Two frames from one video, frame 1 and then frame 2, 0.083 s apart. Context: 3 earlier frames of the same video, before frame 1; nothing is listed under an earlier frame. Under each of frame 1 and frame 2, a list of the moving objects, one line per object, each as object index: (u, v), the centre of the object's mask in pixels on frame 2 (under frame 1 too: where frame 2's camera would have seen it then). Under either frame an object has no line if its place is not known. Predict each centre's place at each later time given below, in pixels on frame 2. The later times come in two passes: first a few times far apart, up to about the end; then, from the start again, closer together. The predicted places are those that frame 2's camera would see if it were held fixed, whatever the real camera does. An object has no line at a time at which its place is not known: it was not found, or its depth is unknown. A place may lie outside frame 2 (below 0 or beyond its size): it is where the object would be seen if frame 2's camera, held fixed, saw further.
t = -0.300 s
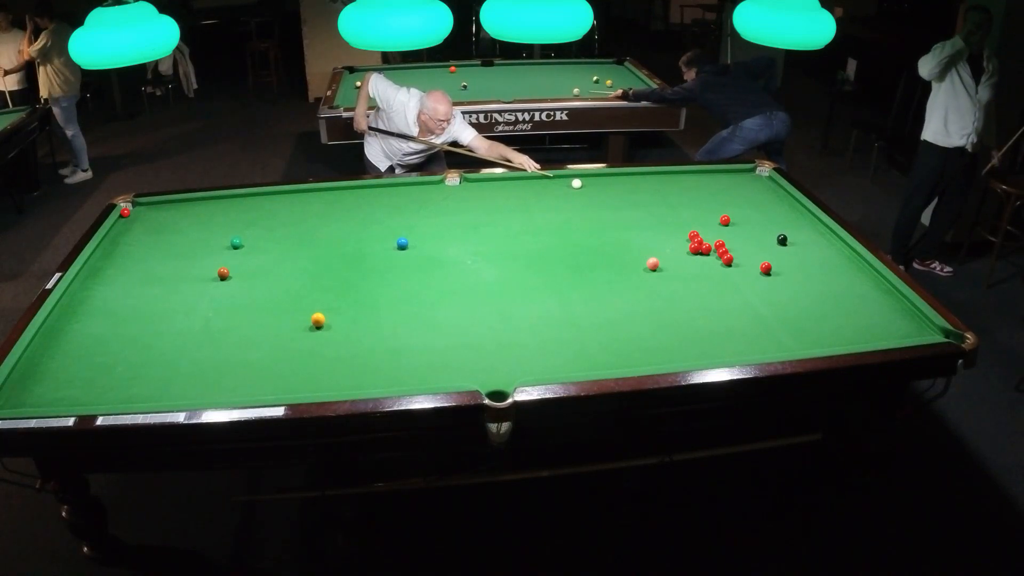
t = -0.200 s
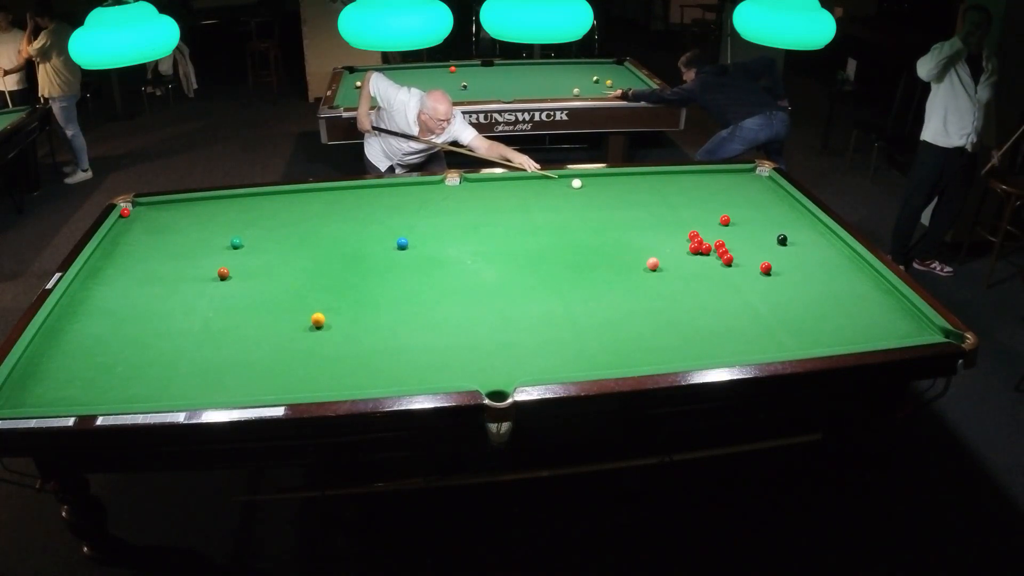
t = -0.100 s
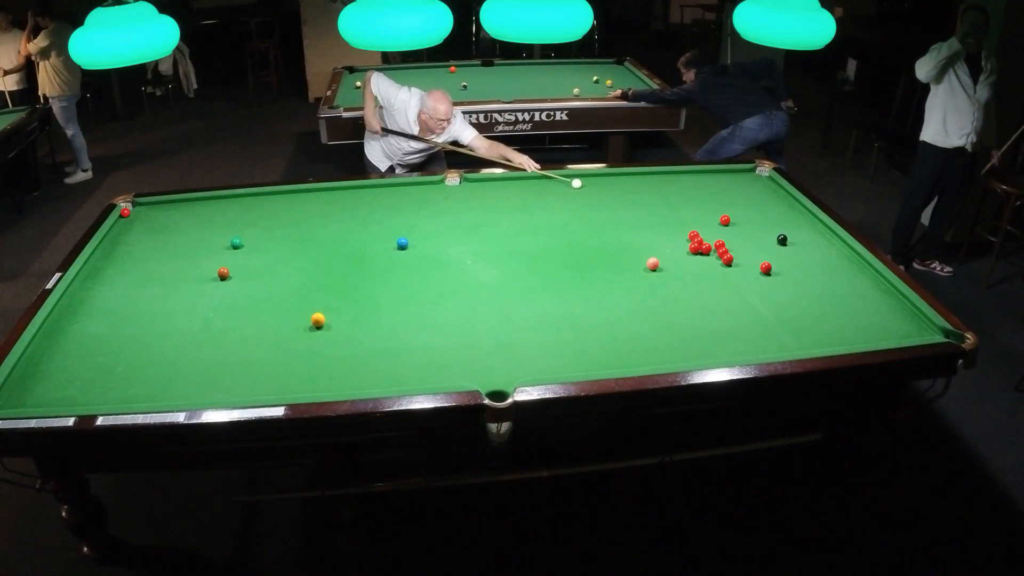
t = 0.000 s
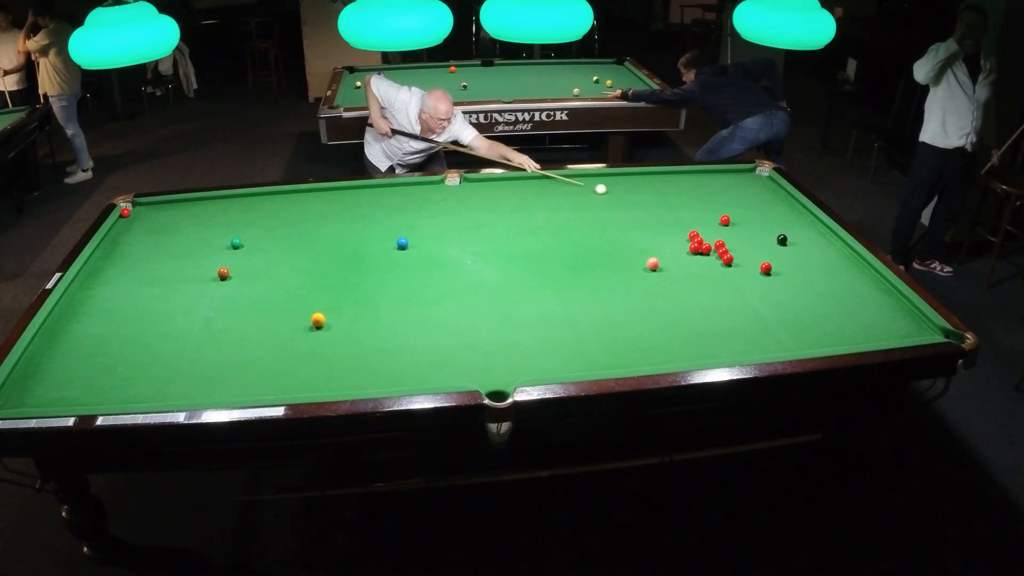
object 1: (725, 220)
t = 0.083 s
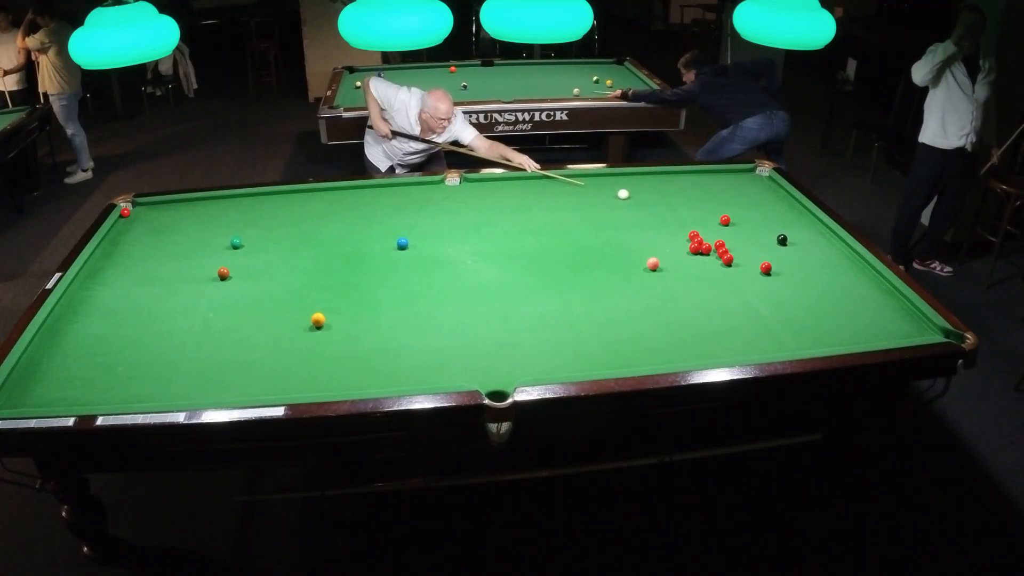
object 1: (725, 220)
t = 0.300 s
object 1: (725, 220)
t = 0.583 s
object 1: (749, 232)
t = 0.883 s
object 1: (789, 252)
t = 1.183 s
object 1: (830, 273)
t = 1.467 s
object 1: (870, 293)
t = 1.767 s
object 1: (910, 314)
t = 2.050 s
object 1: (934, 331)
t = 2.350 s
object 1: (930, 326)
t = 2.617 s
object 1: (922, 318)
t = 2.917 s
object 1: (912, 312)
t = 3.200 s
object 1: (905, 307)
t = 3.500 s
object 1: (899, 303)
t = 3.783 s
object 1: (895, 300)
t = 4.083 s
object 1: (893, 299)
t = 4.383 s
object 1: (892, 298)
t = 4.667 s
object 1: (892, 298)
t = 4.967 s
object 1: (892, 298)
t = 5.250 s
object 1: (892, 298)
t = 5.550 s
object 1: (892, 298)
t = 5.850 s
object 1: (892, 298)
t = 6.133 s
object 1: (892, 298)
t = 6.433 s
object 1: (892, 298)
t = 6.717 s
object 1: (892, 298)
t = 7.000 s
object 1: (892, 298)
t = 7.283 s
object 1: (892, 298)
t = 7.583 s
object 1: (892, 298)
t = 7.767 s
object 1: (889, 297)
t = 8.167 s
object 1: (892, 298)
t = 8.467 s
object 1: (892, 298)
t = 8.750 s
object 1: (892, 298)
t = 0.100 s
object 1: (725, 220)
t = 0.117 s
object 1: (725, 220)
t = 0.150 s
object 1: (725, 220)
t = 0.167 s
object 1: (725, 220)
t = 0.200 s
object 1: (725, 220)
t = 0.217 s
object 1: (725, 220)
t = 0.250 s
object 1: (725, 220)
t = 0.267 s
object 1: (725, 220)
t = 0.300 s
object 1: (725, 220)
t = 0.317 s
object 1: (725, 220)
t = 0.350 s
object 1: (725, 220)
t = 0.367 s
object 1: (725, 220)
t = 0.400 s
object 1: (725, 220)
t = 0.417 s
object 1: (725, 220)
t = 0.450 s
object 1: (730, 222)
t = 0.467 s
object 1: (732, 224)
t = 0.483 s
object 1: (735, 225)
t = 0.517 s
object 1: (740, 228)
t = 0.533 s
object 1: (743, 229)
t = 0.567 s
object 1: (747, 231)
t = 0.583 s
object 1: (749, 232)
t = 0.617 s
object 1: (754, 234)
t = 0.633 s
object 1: (756, 235)
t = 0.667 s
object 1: (760, 238)
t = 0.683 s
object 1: (762, 239)
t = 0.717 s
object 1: (767, 241)
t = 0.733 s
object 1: (769, 242)
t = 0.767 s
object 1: (773, 244)
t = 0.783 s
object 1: (776, 246)
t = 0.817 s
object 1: (780, 248)
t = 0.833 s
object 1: (782, 249)
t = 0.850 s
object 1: (785, 250)
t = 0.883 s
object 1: (789, 252)
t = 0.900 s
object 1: (792, 254)
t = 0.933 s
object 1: (796, 256)
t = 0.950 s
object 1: (798, 257)
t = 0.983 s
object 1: (803, 259)
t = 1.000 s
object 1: (805, 260)
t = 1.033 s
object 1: (810, 262)
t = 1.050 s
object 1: (812, 264)
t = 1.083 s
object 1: (817, 266)
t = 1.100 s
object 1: (819, 267)
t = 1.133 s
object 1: (823, 269)
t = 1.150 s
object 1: (826, 270)
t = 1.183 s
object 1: (830, 273)
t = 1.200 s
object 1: (833, 274)
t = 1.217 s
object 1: (835, 275)
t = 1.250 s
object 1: (839, 277)
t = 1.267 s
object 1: (842, 279)
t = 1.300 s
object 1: (846, 281)
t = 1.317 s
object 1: (849, 282)
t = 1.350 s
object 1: (853, 284)
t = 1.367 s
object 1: (856, 286)
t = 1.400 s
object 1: (860, 288)
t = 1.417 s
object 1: (863, 289)
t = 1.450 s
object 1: (867, 291)
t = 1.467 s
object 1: (870, 293)
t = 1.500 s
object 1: (874, 295)
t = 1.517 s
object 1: (877, 296)
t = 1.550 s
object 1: (881, 299)
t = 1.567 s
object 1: (884, 300)
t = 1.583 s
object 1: (886, 301)
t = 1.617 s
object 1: (890, 303)
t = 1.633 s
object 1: (892, 304)
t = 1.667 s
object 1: (896, 306)
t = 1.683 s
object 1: (899, 307)
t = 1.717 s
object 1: (903, 310)
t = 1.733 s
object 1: (906, 311)
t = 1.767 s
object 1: (910, 314)
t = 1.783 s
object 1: (913, 315)
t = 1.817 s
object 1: (917, 317)
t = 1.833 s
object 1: (920, 319)
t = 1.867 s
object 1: (924, 321)
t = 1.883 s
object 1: (927, 322)
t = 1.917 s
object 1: (930, 325)
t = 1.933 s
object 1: (931, 326)
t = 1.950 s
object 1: (931, 327)
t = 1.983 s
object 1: (933, 328)
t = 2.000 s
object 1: (933, 329)
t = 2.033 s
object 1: (934, 330)
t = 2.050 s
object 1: (934, 331)
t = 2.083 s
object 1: (936, 332)
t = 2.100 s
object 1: (936, 333)
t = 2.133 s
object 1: (935, 332)
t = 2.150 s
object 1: (935, 332)
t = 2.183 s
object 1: (934, 331)
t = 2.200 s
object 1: (933, 330)
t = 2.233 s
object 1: (933, 330)
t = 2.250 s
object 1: (932, 329)
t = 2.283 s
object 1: (931, 328)
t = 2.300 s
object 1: (931, 328)
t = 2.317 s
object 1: (931, 327)
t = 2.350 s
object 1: (930, 326)
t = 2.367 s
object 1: (929, 325)
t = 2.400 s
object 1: (929, 324)
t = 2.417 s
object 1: (928, 323)
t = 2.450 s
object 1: (928, 322)
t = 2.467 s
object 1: (927, 322)
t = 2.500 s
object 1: (926, 321)
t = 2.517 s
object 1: (925, 320)
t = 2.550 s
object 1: (924, 319)
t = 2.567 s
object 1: (923, 319)
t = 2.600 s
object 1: (922, 318)
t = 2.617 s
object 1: (922, 318)
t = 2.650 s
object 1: (920, 317)
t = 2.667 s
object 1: (920, 317)
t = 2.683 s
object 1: (919, 316)
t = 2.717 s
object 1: (918, 316)
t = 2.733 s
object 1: (918, 315)
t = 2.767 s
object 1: (917, 314)
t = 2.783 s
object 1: (916, 314)
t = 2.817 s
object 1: (915, 313)
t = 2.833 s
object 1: (915, 313)
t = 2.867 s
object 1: (914, 312)
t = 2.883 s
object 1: (913, 312)
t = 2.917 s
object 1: (912, 312)
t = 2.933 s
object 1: (912, 311)
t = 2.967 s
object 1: (911, 311)
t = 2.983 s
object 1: (911, 310)
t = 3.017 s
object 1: (910, 310)
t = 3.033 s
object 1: (909, 309)
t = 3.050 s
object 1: (909, 309)
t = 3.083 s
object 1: (908, 308)
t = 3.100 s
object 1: (908, 308)
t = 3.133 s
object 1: (907, 308)
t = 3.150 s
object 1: (906, 307)
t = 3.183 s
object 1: (906, 307)
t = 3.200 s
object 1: (905, 307)
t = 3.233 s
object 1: (905, 306)
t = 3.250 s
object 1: (904, 306)
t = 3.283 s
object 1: (904, 305)
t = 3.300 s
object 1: (903, 305)
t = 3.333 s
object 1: (902, 305)
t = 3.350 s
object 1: (902, 305)
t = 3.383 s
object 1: (902, 304)
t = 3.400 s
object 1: (901, 304)
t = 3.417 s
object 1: (901, 304)
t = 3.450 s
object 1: (900, 303)
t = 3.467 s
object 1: (900, 303)
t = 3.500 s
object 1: (899, 303)
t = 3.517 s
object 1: (899, 303)
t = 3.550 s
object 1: (898, 302)
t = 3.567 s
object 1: (898, 302)
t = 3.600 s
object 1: (898, 302)
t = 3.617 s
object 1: (897, 302)
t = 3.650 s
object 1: (897, 301)
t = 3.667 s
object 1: (897, 301)
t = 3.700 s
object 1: (896, 301)
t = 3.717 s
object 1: (896, 301)
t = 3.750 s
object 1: (895, 300)
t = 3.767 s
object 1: (895, 300)
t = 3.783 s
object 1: (895, 300)
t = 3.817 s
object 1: (895, 300)
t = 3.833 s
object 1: (895, 300)
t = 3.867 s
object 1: (894, 300)
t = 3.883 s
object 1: (894, 300)
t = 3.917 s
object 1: (894, 299)
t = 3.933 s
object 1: (894, 299)
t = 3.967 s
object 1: (893, 299)
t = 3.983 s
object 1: (893, 299)
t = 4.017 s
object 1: (893, 299)
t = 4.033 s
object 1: (893, 299)
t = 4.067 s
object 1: (893, 299)
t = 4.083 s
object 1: (893, 299)
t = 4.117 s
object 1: (892, 298)
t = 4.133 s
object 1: (892, 298)
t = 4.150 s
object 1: (892, 298)
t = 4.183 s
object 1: (892, 298)
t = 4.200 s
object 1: (892, 298)
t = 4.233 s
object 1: (892, 298)
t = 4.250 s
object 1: (892, 298)
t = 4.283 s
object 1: (892, 298)
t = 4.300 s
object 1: (892, 298)
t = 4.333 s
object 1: (892, 298)
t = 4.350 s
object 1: (892, 298)
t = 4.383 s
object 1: (892, 298)
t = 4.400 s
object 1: (892, 298)
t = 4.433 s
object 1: (892, 298)
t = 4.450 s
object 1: (892, 298)
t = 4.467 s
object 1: (892, 298)
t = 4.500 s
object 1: (892, 298)
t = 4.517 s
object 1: (892, 298)
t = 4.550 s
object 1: (892, 298)
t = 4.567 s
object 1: (892, 298)
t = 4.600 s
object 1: (892, 298)
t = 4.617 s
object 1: (892, 298)
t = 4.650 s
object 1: (892, 298)
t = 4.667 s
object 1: (892, 298)
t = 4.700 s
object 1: (892, 298)
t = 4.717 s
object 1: (892, 298)
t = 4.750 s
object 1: (892, 298)
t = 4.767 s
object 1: (892, 298)
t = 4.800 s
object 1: (892, 298)
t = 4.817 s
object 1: (892, 298)
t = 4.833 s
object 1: (892, 298)
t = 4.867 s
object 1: (892, 298)
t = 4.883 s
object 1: (892, 298)
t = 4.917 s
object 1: (892, 298)
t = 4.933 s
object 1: (892, 298)
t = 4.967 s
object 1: (892, 298)
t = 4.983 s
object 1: (892, 298)
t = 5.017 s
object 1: (892, 298)
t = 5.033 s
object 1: (892, 298)
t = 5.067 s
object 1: (892, 298)
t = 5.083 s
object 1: (892, 298)
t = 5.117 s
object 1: (892, 298)
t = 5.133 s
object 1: (892, 298)
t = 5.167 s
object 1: (892, 298)
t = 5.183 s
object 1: (892, 298)
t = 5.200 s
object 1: (892, 298)
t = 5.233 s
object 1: (892, 298)
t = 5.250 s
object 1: (892, 298)
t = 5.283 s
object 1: (892, 298)
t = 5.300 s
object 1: (892, 298)
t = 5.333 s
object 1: (892, 298)
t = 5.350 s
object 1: (892, 298)
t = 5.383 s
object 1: (892, 298)
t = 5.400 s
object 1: (892, 298)
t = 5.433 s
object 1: (892, 298)
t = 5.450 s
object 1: (892, 298)
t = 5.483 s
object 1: (892, 298)
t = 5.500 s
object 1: (892, 298)
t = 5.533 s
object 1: (892, 298)
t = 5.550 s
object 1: (892, 298)
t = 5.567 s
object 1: (892, 298)
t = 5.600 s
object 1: (892, 298)
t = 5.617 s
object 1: (892, 298)
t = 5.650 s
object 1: (892, 298)
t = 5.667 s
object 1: (892, 298)
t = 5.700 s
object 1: (892, 298)
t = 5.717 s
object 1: (892, 298)
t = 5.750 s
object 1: (892, 298)
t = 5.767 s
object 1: (892, 298)
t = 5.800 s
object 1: (892, 298)
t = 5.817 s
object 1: (892, 298)
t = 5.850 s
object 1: (892, 298)
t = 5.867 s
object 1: (892, 298)
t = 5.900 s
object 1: (892, 298)
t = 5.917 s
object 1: (892, 298)
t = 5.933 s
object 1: (892, 298)
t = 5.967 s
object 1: (892, 298)
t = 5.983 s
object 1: (892, 298)
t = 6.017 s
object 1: (892, 298)
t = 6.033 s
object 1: (892, 298)
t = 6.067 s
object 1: (892, 298)
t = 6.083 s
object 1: (892, 298)
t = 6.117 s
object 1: (892, 298)
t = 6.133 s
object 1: (892, 298)
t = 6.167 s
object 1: (892, 298)
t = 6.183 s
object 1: (892, 298)
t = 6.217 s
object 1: (892, 298)
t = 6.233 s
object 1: (892, 298)
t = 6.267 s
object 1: (892, 298)
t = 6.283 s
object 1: (892, 298)
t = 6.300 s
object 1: (892, 298)
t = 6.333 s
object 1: (892, 298)
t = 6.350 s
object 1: (892, 298)
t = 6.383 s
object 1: (892, 298)
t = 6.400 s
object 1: (892, 298)
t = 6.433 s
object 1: (892, 298)
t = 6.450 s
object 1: (892, 298)
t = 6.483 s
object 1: (892, 298)
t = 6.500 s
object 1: (892, 298)
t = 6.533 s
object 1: (892, 298)
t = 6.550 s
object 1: (892, 298)
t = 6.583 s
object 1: (892, 298)
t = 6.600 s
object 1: (892, 298)
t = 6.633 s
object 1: (892, 298)
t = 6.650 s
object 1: (892, 298)
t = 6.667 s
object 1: (892, 298)
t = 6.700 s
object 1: (892, 298)
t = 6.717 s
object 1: (892, 298)
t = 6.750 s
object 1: (892, 298)
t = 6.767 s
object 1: (892, 298)
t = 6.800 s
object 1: (892, 298)
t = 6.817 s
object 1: (892, 298)
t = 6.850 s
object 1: (892, 298)
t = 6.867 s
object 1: (892, 298)
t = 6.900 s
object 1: (892, 298)
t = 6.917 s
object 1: (892, 298)
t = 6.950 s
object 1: (892, 298)
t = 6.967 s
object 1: (892, 298)
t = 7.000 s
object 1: (892, 298)
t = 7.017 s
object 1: (892, 298)
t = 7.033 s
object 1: (892, 298)
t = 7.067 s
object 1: (892, 298)
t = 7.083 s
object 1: (892, 298)
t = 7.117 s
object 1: (892, 298)
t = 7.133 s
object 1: (892, 298)
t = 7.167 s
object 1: (892, 298)
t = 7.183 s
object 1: (892, 298)
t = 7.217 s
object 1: (892, 298)
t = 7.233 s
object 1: (892, 298)
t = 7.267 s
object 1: (892, 298)
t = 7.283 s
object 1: (892, 298)
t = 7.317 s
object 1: (892, 298)
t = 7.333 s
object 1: (892, 298)
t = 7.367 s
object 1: (892, 298)
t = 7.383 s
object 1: (892, 298)
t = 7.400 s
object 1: (892, 298)
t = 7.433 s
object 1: (892, 298)
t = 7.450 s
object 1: (892, 298)
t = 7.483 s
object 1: (892, 298)
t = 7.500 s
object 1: (891, 297)
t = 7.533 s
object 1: (893, 298)
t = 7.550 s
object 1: (892, 298)
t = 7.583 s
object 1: (892, 298)
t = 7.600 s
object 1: (892, 298)
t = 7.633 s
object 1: (892, 298)
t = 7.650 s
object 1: (892, 298)
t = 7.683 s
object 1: (892, 298)
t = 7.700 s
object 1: (892, 298)
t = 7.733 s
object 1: (892, 298)
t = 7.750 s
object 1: (891, 298)
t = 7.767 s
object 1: (889, 297)
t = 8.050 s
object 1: (892, 298)
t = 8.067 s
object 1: (892, 298)
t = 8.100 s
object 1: (892, 298)
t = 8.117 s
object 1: (892, 297)
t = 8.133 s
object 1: (892, 298)
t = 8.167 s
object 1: (892, 298)
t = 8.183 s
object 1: (892, 298)
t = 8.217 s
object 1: (892, 298)
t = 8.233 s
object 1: (892, 298)
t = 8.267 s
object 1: (892, 298)
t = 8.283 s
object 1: (892, 298)
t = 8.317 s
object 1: (892, 298)
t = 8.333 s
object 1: (892, 298)
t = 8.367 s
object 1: (892, 298)
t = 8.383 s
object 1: (892, 298)
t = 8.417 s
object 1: (892, 298)
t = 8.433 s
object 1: (892, 298)
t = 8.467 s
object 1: (892, 298)
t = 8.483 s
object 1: (892, 298)
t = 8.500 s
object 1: (892, 298)
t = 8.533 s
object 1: (892, 298)
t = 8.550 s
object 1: (892, 298)
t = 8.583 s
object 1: (892, 298)
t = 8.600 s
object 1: (892, 298)
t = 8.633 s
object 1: (892, 298)
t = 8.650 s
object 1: (892, 298)
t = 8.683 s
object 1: (892, 298)
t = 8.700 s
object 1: (892, 298)
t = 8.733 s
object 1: (892, 298)
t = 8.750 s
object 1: (892, 298)
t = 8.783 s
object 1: (892, 298)
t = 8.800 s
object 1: (892, 298)
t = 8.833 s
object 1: (892, 298)
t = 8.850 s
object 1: (892, 298)
